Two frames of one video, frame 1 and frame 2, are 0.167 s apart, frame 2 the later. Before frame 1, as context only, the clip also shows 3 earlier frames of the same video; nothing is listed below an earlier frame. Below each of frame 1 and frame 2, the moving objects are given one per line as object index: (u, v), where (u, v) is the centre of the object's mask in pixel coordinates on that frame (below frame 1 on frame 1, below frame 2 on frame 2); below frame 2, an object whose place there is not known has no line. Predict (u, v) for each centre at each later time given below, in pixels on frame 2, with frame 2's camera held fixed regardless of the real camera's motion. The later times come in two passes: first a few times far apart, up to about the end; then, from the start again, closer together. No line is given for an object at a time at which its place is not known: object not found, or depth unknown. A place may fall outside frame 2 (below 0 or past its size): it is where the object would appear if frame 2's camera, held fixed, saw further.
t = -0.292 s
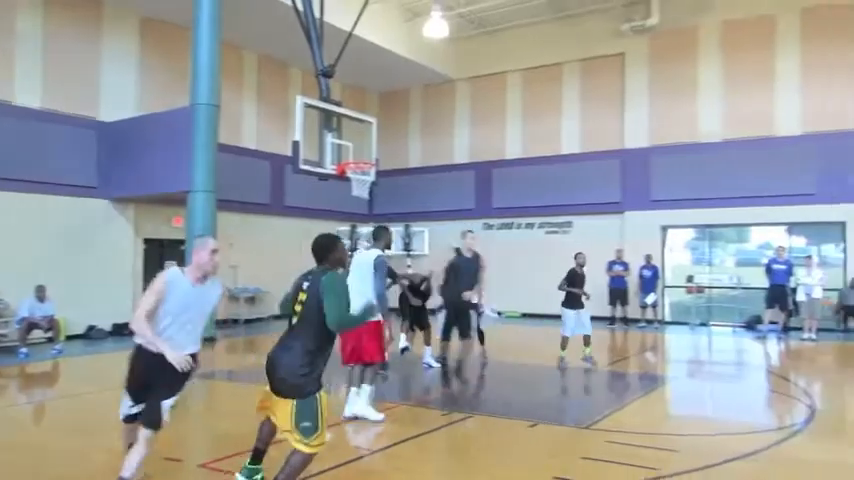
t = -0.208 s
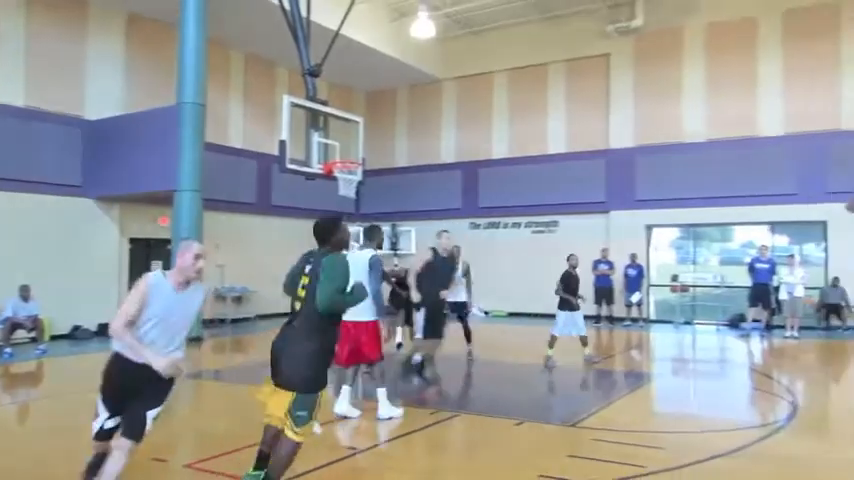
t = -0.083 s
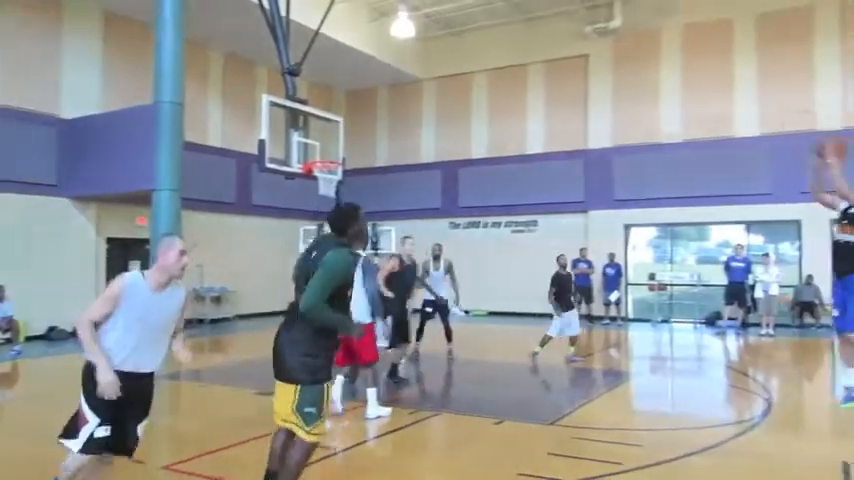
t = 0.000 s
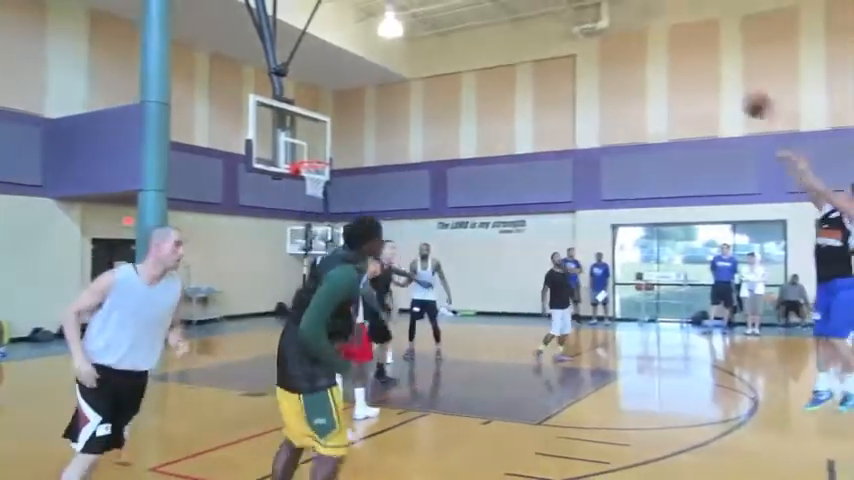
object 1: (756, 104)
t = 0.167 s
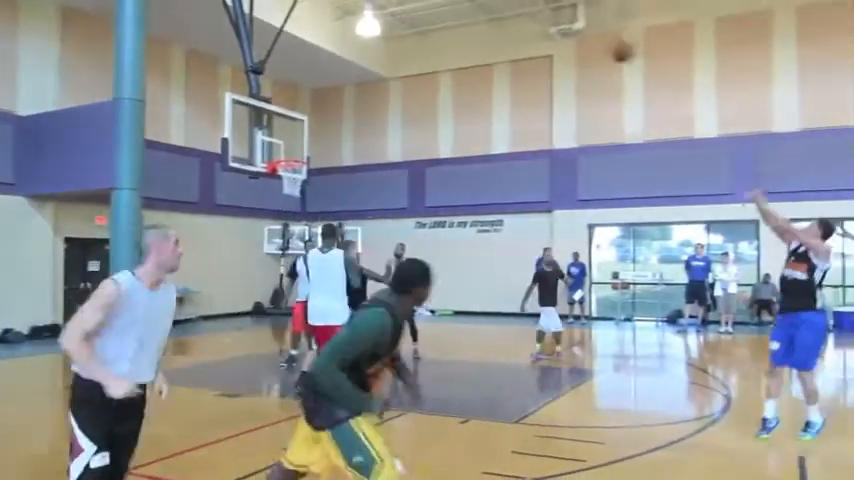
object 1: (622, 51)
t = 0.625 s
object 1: (413, 50)
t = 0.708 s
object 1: (386, 65)
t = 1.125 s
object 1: (280, 180)
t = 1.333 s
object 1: (278, 224)
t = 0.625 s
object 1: (413, 50)
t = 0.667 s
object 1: (399, 57)
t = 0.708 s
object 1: (386, 65)
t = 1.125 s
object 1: (280, 180)
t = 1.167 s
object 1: (279, 186)
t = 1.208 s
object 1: (281, 189)
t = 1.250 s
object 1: (281, 201)
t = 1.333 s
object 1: (278, 224)
